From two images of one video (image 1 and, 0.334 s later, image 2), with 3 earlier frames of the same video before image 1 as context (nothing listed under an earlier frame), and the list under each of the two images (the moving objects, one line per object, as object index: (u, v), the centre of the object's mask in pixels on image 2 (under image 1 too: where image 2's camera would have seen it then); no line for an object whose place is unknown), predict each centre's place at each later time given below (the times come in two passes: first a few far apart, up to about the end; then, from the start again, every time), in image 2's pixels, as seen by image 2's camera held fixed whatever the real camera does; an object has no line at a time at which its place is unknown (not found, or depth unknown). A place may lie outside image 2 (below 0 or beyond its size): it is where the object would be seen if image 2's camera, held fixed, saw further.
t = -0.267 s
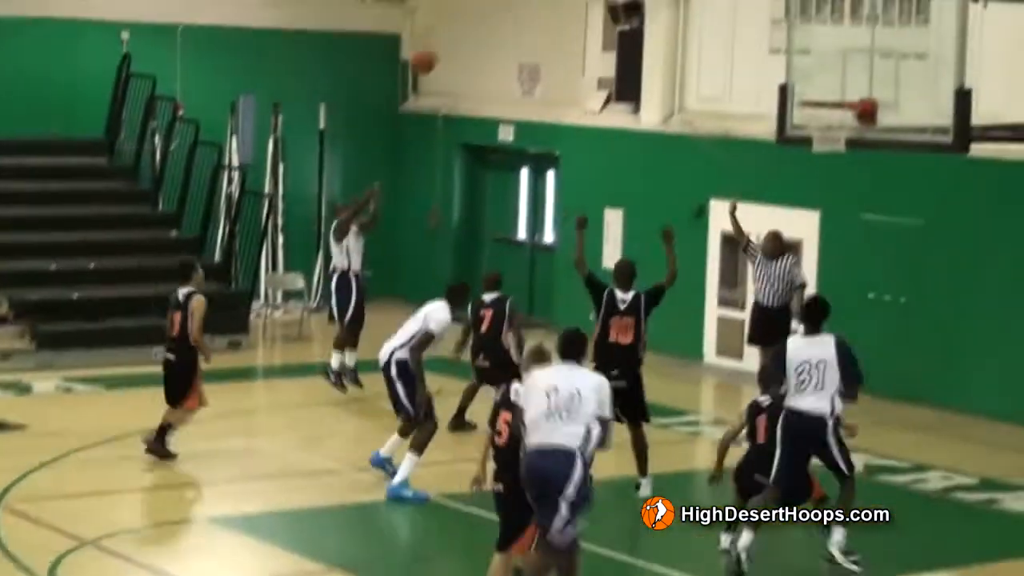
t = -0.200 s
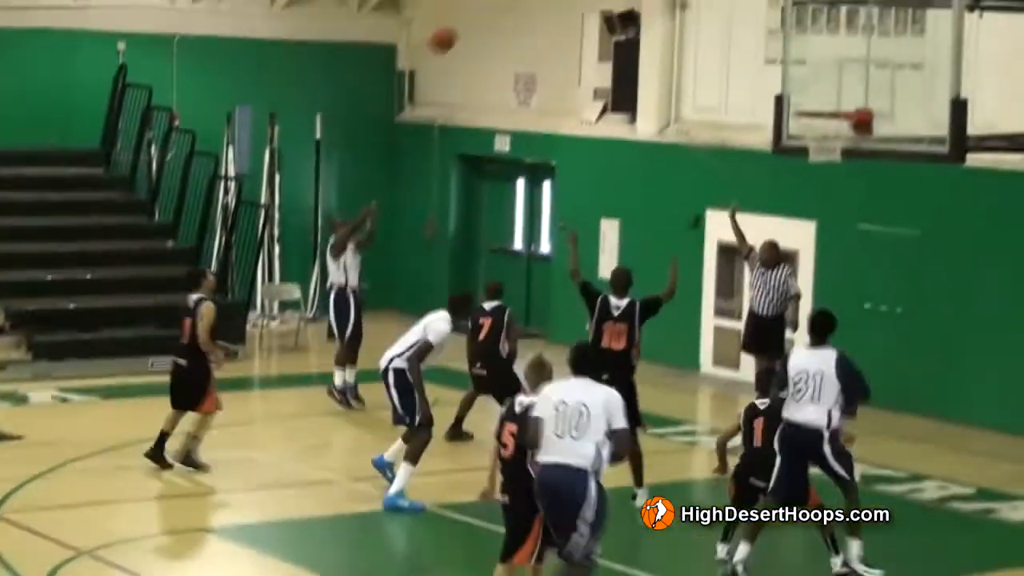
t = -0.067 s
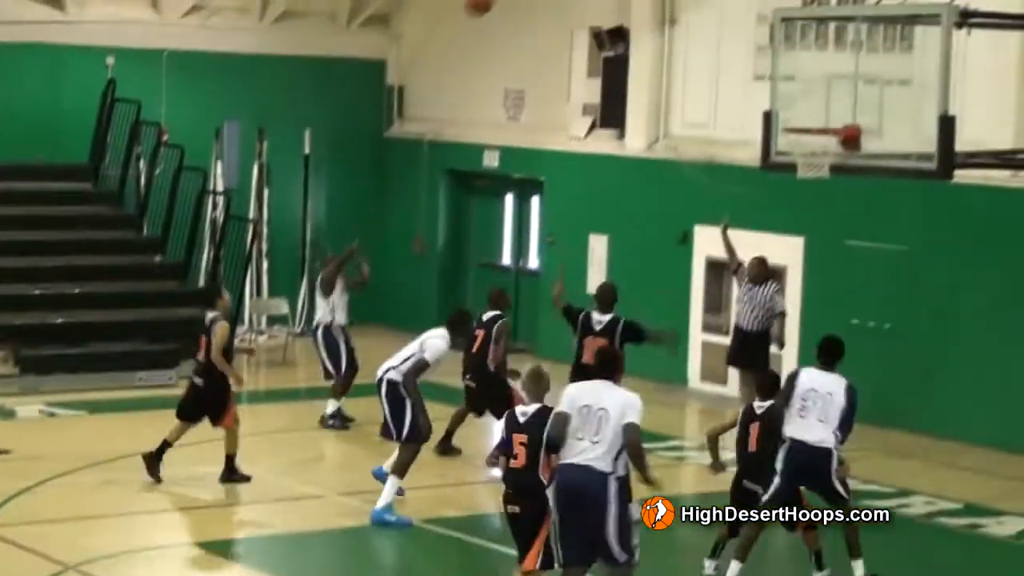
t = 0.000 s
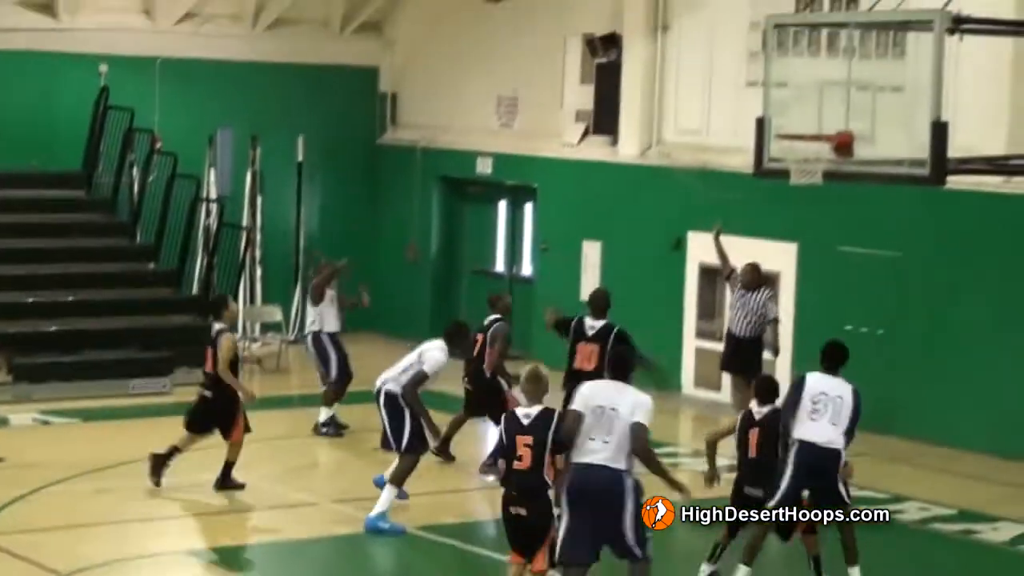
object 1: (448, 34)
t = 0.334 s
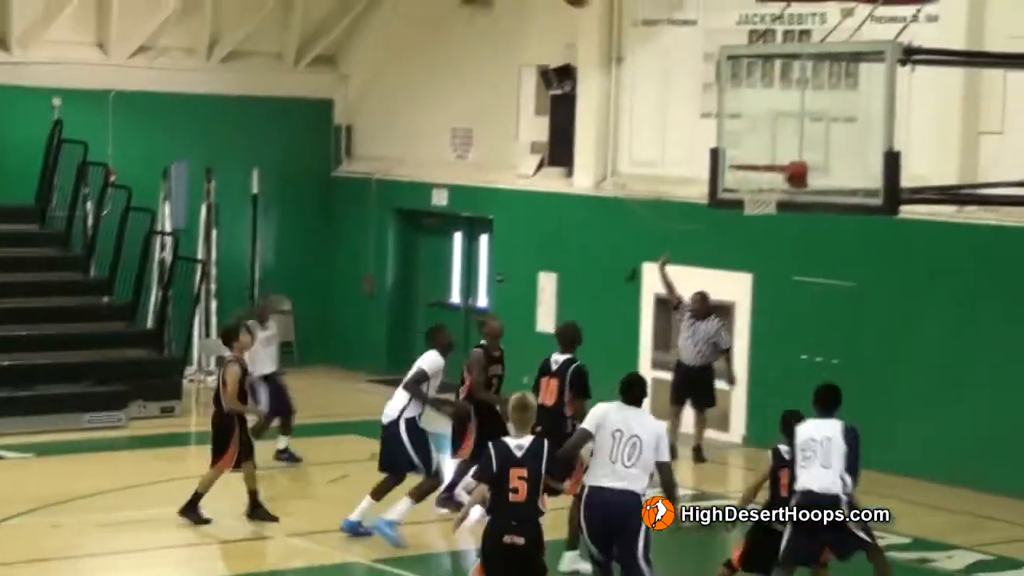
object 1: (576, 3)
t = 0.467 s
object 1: (629, 17)
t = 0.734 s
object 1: (739, 141)
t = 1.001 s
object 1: (760, 199)
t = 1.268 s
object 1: (740, 250)
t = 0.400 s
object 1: (602, 5)
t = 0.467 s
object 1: (629, 17)
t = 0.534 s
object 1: (656, 40)
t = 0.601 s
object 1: (684, 66)
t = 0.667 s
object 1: (711, 100)
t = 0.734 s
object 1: (739, 141)
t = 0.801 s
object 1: (768, 185)
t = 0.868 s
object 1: (774, 186)
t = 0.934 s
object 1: (767, 194)
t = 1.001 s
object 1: (760, 199)
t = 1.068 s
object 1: (755, 205)
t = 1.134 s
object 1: (749, 218)
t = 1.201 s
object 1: (744, 230)
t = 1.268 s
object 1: (740, 250)
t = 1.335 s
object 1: (734, 276)
